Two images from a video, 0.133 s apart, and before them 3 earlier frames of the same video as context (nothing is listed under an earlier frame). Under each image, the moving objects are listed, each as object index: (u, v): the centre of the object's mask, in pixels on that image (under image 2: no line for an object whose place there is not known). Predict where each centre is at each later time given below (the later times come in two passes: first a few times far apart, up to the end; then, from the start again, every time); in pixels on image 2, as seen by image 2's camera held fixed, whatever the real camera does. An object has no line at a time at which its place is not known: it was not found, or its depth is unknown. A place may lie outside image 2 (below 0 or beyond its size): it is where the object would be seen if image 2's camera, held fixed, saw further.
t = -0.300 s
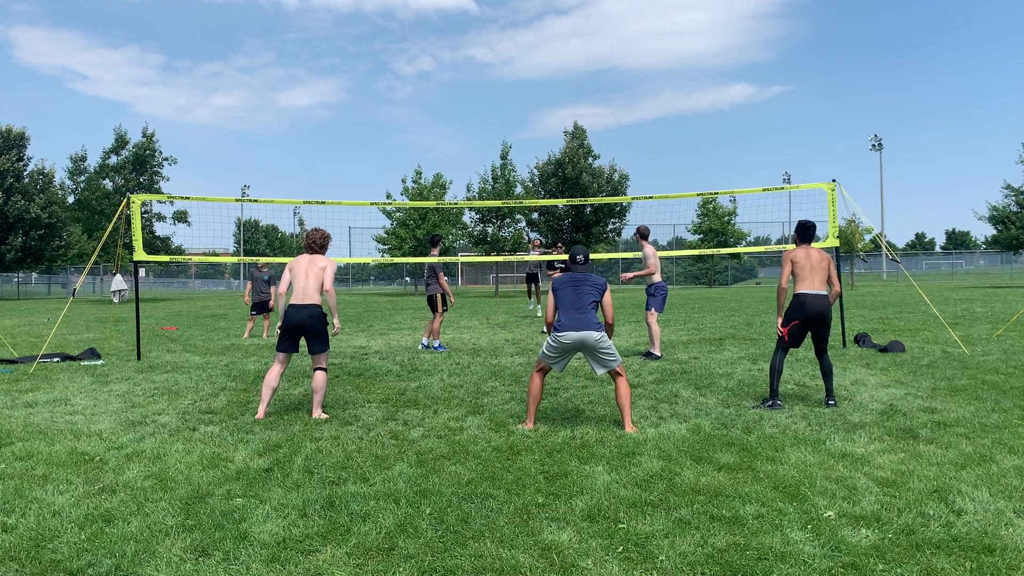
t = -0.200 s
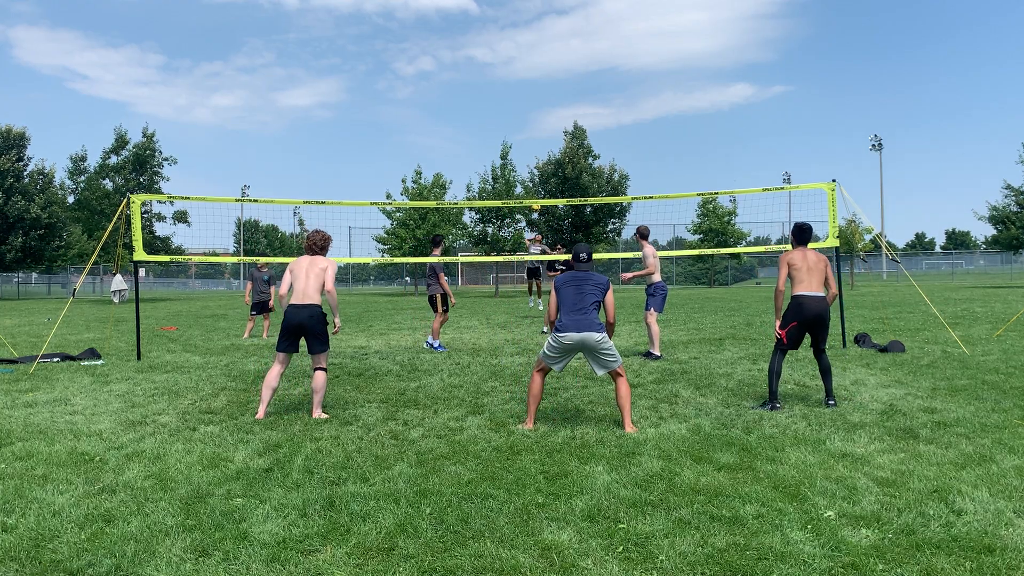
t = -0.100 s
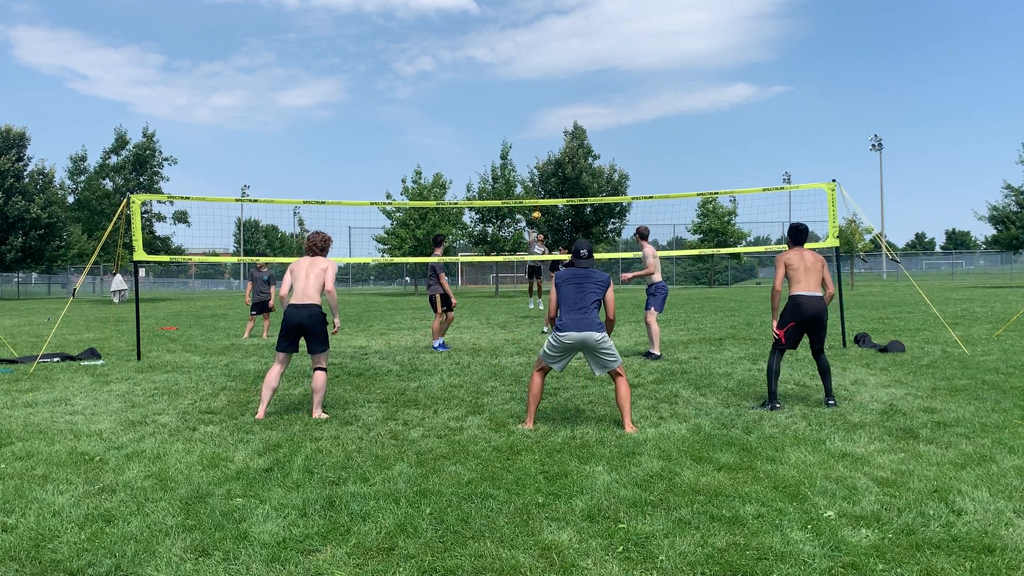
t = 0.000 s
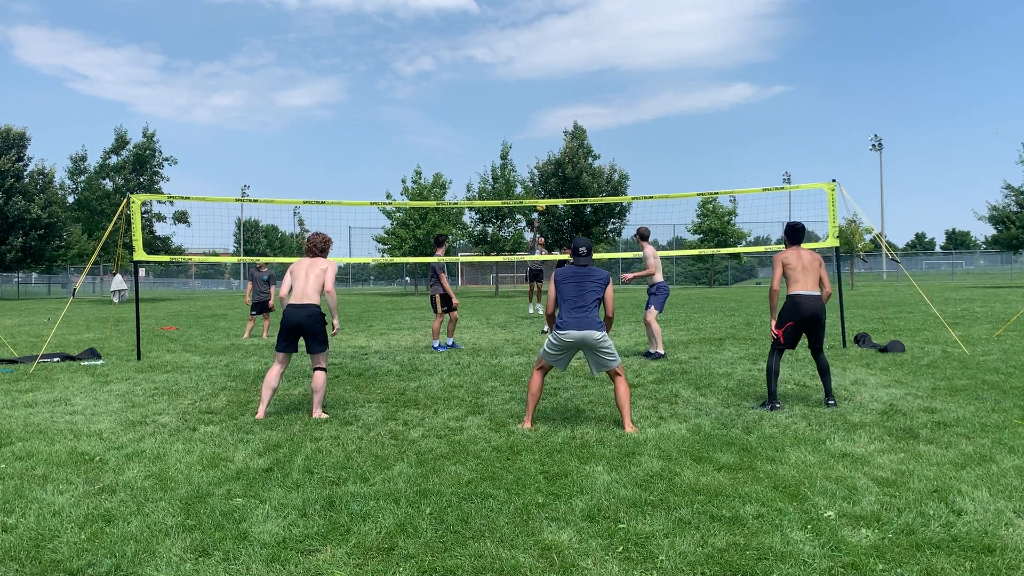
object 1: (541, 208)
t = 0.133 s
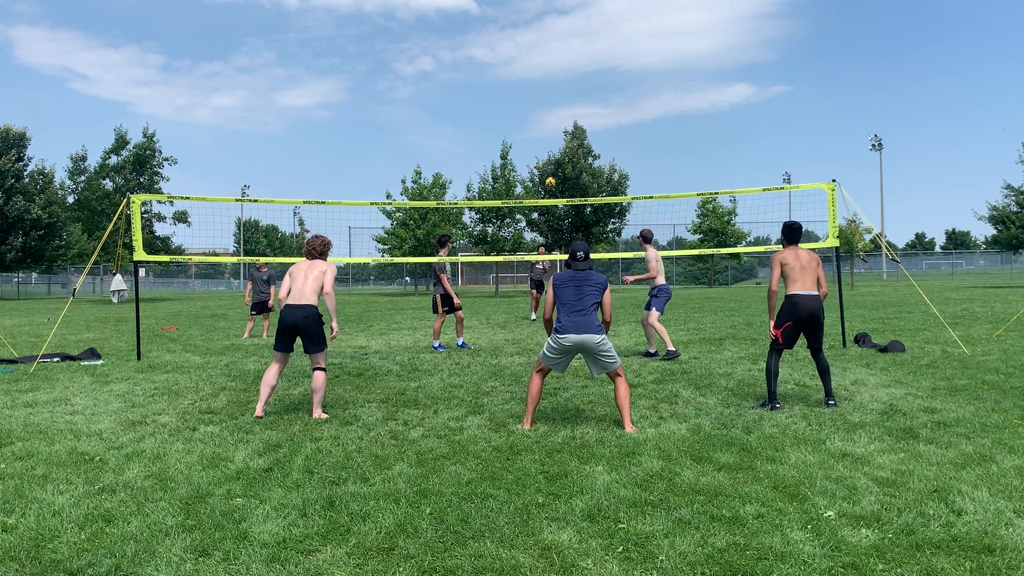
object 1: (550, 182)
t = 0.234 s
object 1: (557, 166)
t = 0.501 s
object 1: (582, 141)
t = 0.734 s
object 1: (618, 161)
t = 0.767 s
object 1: (625, 168)
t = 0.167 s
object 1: (552, 176)
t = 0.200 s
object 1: (555, 171)
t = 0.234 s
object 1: (557, 166)
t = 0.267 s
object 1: (560, 161)
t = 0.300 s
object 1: (563, 156)
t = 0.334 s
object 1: (566, 152)
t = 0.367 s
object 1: (569, 149)
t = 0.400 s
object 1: (572, 146)
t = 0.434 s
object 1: (575, 144)
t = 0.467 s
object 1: (579, 142)
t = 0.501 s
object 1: (582, 141)
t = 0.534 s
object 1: (586, 141)
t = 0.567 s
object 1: (591, 142)
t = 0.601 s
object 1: (596, 144)
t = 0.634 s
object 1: (600, 146)
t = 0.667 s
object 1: (606, 150)
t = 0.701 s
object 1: (611, 155)
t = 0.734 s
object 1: (618, 161)
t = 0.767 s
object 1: (625, 168)
